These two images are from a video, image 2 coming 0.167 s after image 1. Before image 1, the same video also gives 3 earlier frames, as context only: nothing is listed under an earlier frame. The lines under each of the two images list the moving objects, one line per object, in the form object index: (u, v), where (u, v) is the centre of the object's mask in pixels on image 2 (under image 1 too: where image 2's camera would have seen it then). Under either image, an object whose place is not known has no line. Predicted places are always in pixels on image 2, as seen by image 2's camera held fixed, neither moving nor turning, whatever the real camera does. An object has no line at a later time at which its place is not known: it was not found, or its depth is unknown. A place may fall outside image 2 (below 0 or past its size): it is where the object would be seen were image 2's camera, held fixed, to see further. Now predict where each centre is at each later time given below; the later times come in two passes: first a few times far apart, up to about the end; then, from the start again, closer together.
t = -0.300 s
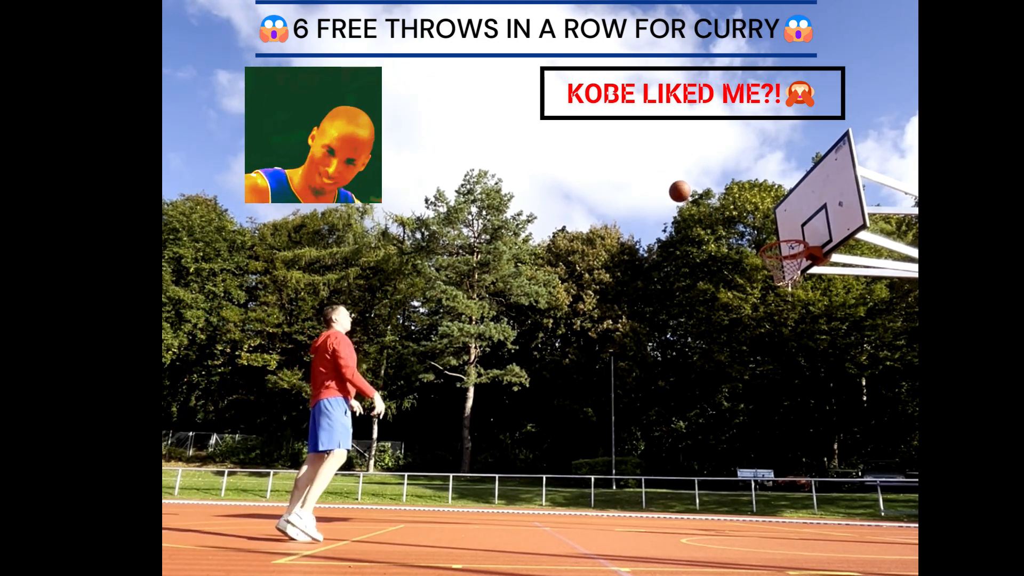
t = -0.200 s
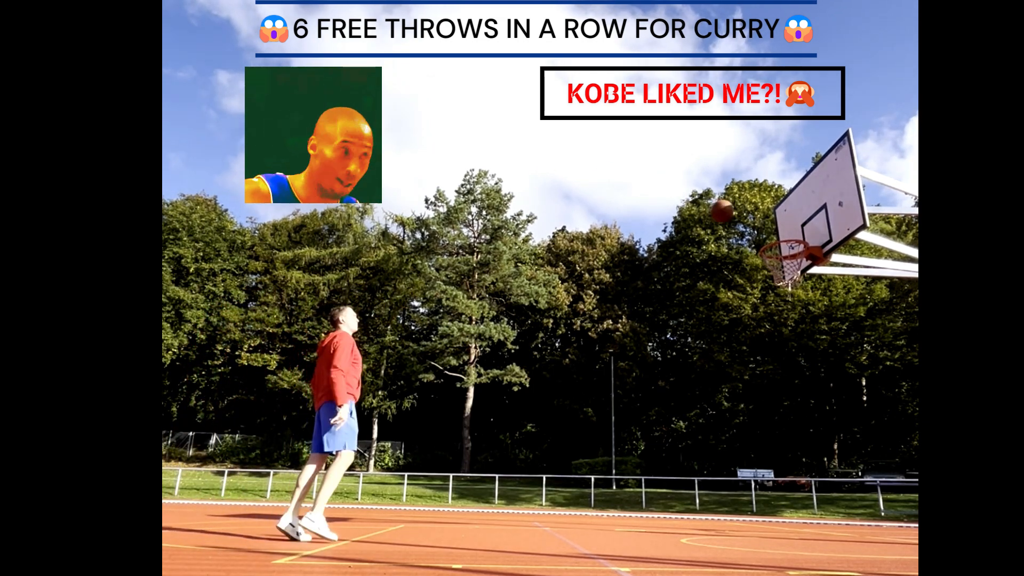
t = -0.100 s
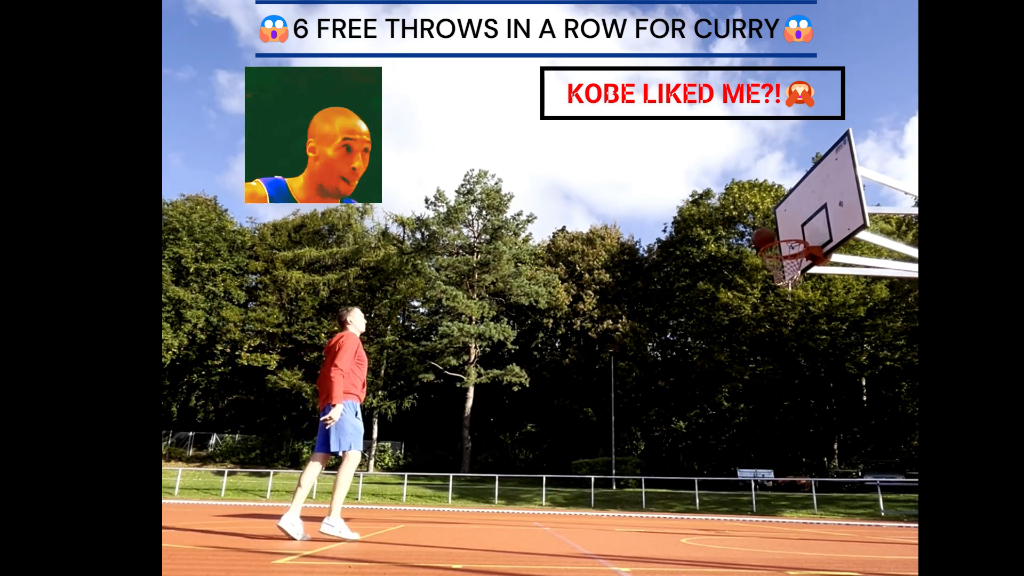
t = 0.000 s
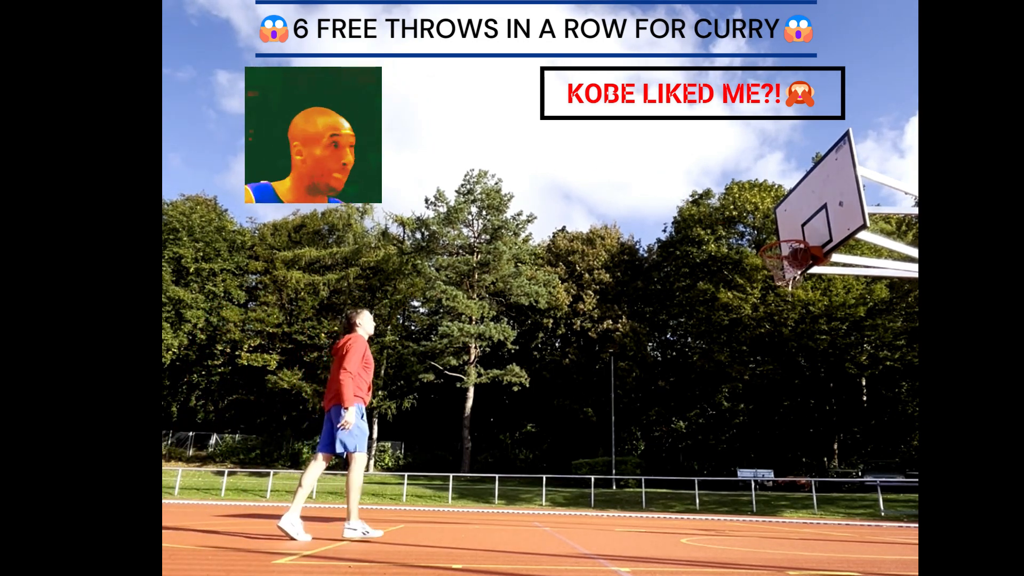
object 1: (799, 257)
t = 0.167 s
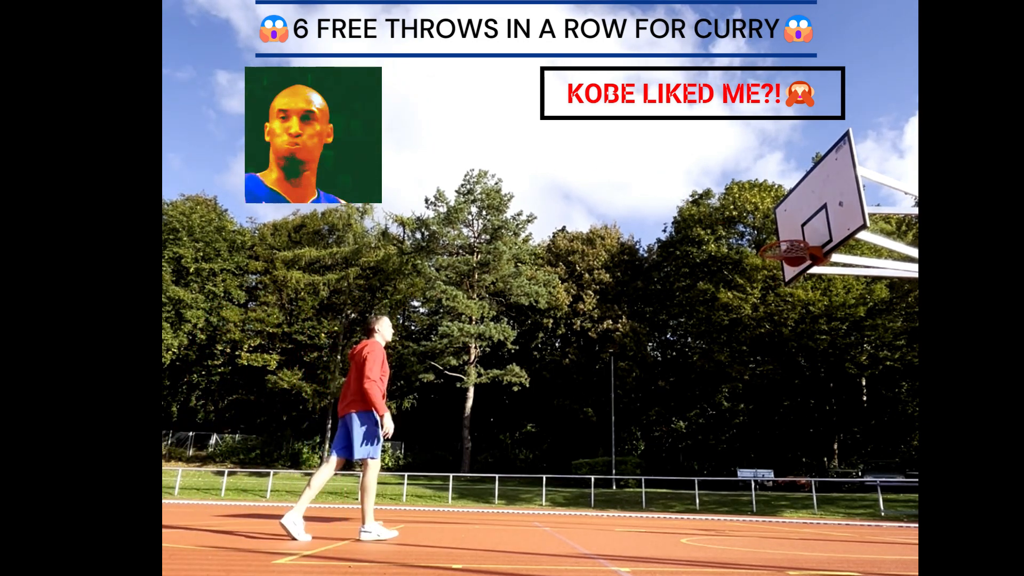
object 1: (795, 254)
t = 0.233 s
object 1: (789, 263)
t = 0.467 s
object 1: (767, 299)
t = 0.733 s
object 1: (748, 407)
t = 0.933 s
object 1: (738, 529)
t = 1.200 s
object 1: (713, 424)
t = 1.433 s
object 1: (696, 395)
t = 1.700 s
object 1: (682, 421)
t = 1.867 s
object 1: (674, 469)
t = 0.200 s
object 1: (792, 255)
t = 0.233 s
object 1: (789, 263)
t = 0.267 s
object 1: (785, 264)
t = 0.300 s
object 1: (781, 267)
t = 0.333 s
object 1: (777, 270)
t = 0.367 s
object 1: (774, 276)
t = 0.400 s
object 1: (772, 283)
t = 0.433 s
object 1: (769, 290)
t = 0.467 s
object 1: (767, 299)
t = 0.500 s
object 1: (764, 309)
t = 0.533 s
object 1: (761, 320)
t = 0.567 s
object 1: (759, 332)
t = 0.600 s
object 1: (757, 344)
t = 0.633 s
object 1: (755, 358)
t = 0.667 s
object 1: (752, 373)
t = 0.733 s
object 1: (748, 407)
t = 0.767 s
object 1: (747, 425)
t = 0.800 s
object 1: (745, 445)
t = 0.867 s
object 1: (742, 489)
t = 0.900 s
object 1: (740, 512)
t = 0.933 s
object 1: (738, 529)
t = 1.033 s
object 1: (728, 479)
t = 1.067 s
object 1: (725, 466)
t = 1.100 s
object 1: (721, 453)
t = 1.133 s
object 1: (718, 442)
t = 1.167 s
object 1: (716, 432)
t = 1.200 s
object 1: (713, 424)
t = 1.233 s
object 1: (710, 417)
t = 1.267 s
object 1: (708, 410)
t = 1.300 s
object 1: (705, 405)
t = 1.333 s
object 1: (703, 401)
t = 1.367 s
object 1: (701, 398)
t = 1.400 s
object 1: (699, 396)
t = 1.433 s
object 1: (696, 395)
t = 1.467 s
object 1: (694, 395)
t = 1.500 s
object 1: (692, 396)
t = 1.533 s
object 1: (690, 398)
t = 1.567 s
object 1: (689, 401)
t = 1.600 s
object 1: (687, 405)
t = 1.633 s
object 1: (685, 409)
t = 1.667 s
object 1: (683, 415)
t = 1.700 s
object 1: (682, 421)
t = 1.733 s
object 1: (680, 429)
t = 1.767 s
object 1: (679, 437)
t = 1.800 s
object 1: (677, 447)
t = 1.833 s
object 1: (676, 457)
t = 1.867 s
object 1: (674, 469)
